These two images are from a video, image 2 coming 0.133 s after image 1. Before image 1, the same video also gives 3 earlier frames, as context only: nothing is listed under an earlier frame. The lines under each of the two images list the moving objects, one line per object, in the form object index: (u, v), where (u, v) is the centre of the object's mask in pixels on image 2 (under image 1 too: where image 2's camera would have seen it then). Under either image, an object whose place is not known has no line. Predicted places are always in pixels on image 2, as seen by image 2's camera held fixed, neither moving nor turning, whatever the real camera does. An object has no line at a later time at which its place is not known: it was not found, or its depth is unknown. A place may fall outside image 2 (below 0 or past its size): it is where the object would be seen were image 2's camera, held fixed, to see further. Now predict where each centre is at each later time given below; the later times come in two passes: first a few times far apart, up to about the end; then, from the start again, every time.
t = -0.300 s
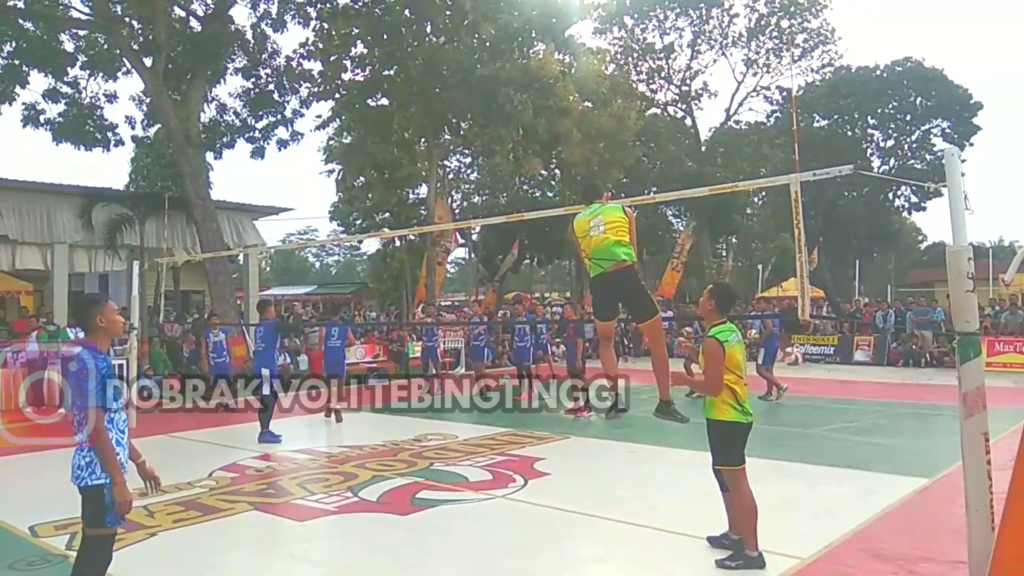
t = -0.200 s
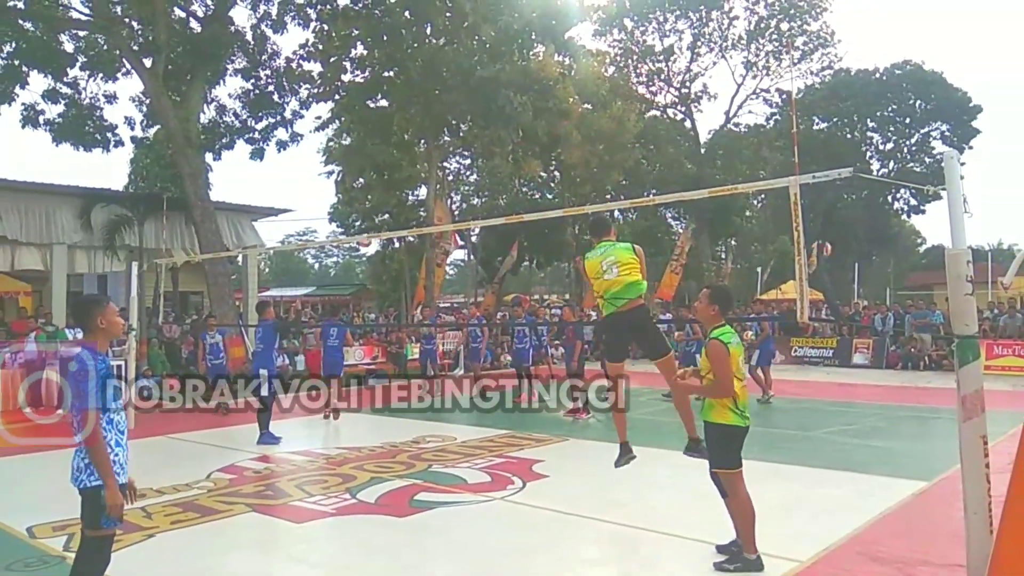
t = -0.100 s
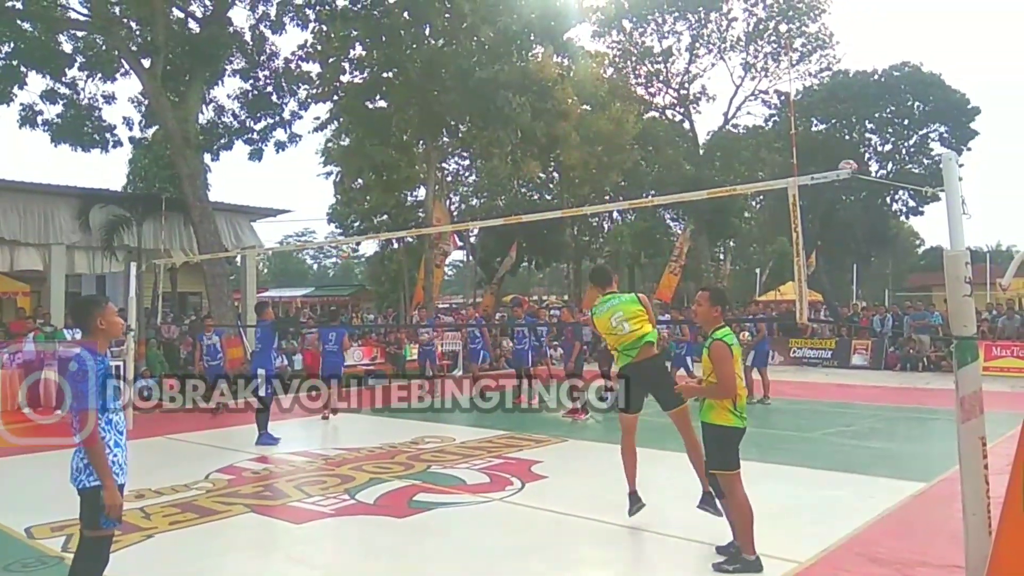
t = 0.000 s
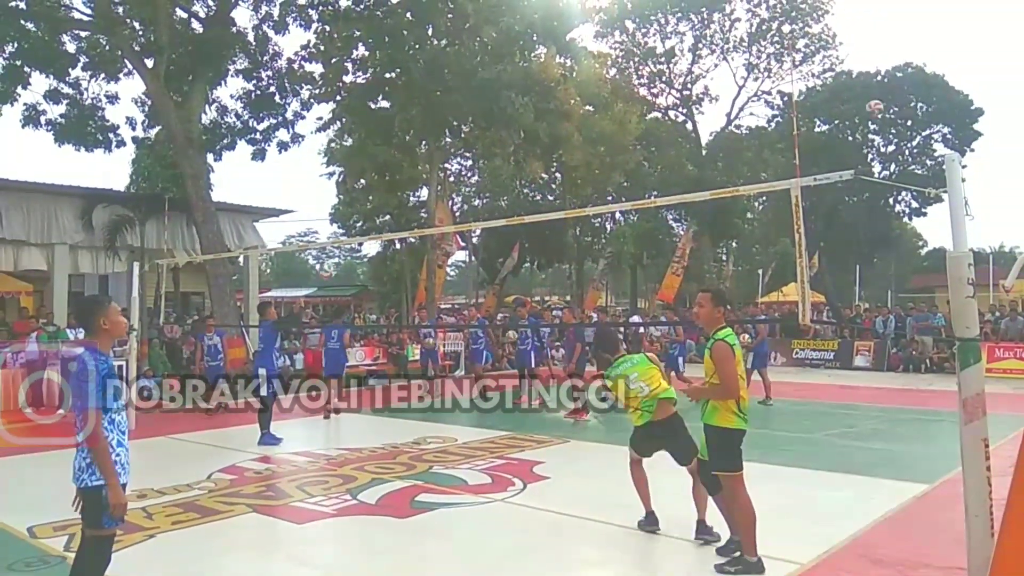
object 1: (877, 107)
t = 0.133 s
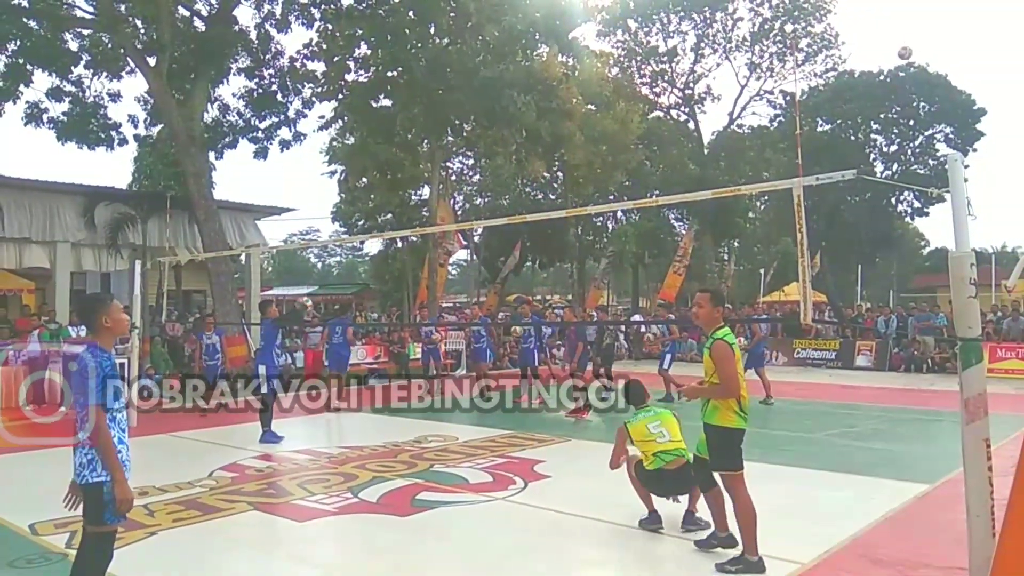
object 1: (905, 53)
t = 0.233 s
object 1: (924, 27)
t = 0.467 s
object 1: (961, 3)
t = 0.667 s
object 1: (987, 13)
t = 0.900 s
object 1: (1014, 47)
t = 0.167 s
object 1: (911, 43)
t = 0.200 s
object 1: (918, 34)
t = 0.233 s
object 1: (924, 27)
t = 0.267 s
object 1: (929, 21)
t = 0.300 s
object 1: (934, 16)
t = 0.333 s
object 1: (940, 11)
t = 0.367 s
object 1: (946, 7)
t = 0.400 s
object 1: (951, 6)
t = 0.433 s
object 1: (956, 4)
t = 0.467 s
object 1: (961, 3)
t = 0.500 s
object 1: (965, 3)
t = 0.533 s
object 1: (970, 4)
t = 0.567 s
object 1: (974, 6)
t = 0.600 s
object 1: (979, 7)
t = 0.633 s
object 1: (983, 10)
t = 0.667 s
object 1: (987, 13)
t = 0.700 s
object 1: (991, 16)
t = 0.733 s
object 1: (996, 20)
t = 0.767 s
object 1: (1000, 24)
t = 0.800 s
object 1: (1003, 30)
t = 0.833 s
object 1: (1007, 35)
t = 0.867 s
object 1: (1010, 41)
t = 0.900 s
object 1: (1014, 47)
